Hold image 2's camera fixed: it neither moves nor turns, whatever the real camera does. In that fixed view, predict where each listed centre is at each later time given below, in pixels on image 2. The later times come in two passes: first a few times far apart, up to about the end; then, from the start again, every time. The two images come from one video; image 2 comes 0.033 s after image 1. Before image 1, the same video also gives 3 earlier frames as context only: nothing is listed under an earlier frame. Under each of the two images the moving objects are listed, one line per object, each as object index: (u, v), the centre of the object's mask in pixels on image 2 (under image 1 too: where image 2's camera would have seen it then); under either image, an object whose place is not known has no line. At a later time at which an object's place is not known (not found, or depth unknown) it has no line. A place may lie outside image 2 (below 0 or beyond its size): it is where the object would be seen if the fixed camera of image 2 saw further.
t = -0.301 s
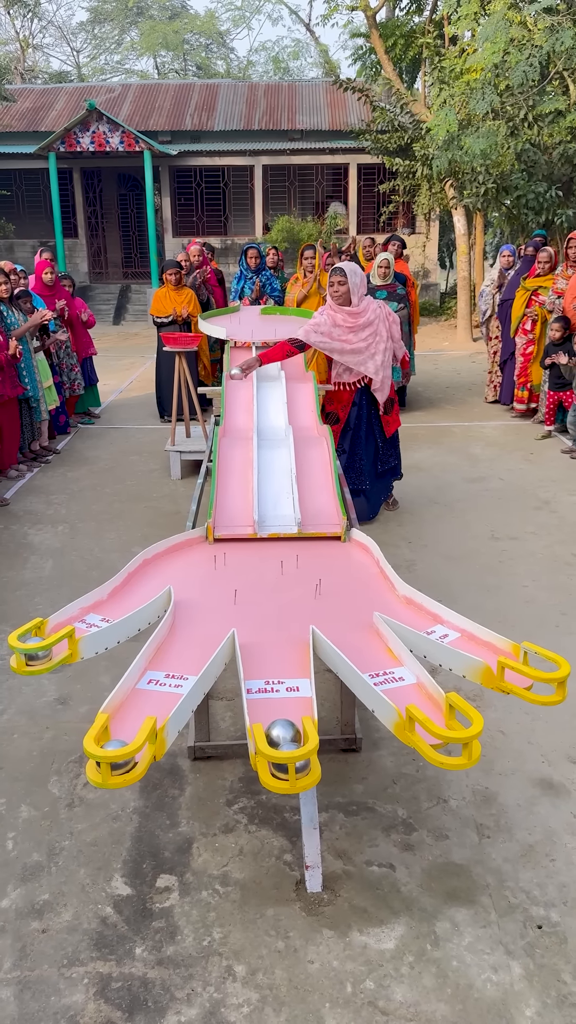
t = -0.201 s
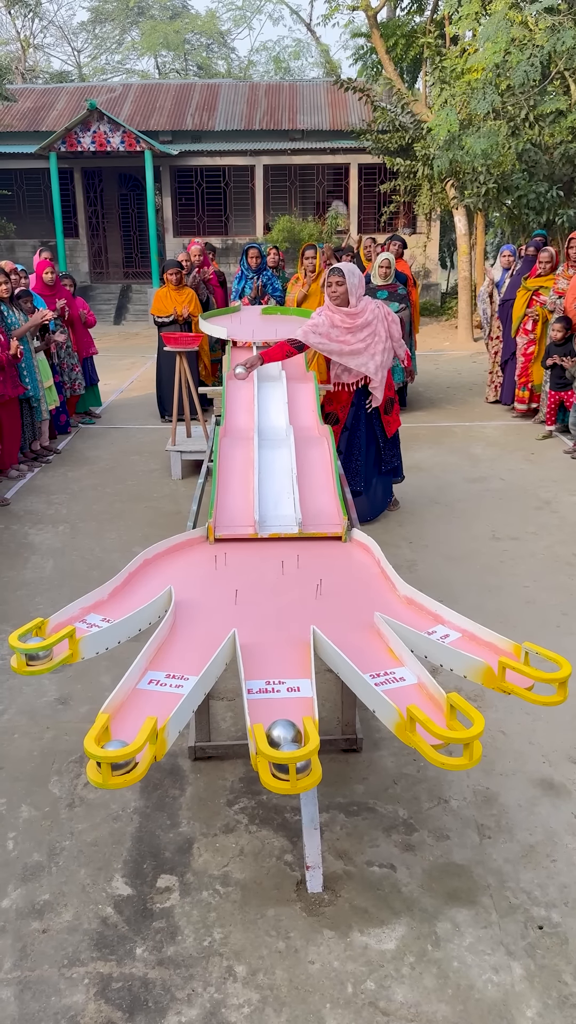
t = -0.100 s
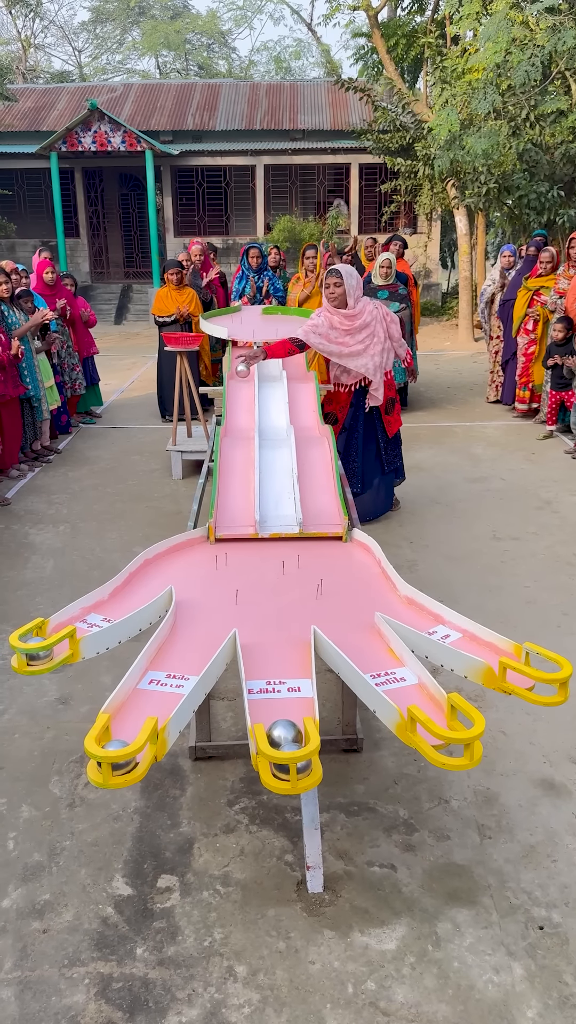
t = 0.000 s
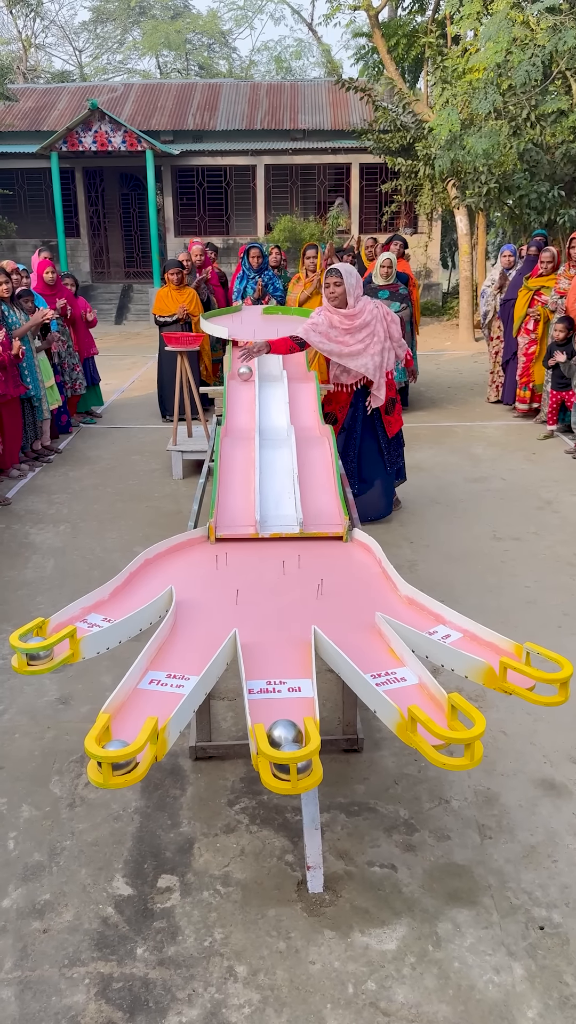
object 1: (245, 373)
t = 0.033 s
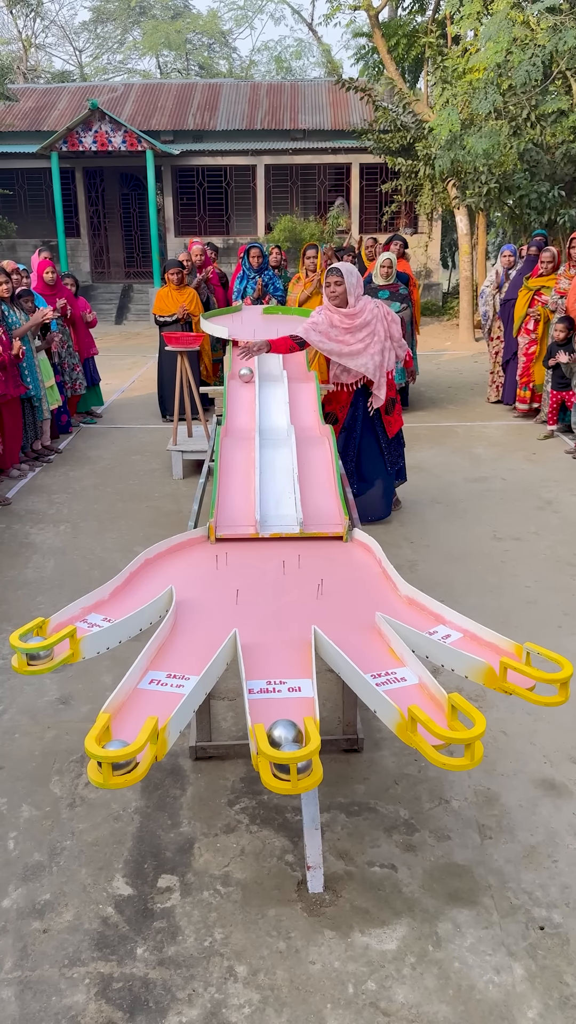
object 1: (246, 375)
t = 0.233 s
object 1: (246, 388)
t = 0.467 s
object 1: (245, 421)
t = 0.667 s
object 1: (242, 427)
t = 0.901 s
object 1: (237, 437)
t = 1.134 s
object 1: (234, 484)
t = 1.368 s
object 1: (228, 544)
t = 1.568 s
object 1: (243, 539)
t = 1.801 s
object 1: (255, 547)
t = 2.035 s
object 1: (269, 557)
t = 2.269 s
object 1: (258, 562)
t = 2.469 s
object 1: (243, 566)
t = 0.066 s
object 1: (247, 376)
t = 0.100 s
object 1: (247, 378)
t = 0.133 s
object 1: (246, 380)
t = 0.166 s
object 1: (246, 382)
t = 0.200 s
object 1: (246, 385)
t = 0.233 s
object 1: (246, 388)
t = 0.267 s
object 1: (246, 393)
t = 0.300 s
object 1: (246, 397)
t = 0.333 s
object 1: (245, 401)
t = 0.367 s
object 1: (245, 406)
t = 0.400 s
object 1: (245, 411)
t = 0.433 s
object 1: (245, 417)
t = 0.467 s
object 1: (245, 421)
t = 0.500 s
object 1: (245, 423)
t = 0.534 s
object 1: (244, 425)
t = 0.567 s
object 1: (244, 426)
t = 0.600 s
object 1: (243, 427)
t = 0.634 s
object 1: (242, 427)
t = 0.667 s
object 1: (242, 427)
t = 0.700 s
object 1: (241, 427)
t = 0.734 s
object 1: (240, 427)
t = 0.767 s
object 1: (240, 427)
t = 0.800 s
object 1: (239, 429)
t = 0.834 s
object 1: (238, 431)
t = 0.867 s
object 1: (238, 433)
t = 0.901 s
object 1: (237, 437)
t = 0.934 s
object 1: (236, 441)
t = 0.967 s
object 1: (236, 446)
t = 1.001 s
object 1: (235, 453)
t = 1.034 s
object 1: (235, 460)
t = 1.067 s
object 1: (235, 468)
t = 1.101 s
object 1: (234, 476)
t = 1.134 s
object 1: (234, 484)
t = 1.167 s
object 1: (233, 493)
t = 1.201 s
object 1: (232, 501)
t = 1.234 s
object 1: (231, 508)
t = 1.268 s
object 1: (230, 514)
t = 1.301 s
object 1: (229, 522)
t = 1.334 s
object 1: (228, 531)
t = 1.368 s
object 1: (228, 544)
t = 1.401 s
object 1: (231, 545)
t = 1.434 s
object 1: (234, 542)
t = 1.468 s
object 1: (237, 539)
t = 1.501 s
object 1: (240, 537)
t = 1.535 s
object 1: (241, 538)
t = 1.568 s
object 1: (243, 539)
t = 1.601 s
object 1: (245, 540)
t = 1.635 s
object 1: (247, 541)
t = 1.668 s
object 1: (248, 542)
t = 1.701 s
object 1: (250, 543)
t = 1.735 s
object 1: (252, 545)
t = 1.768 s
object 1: (253, 546)
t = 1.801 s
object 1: (255, 547)
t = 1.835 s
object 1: (257, 548)
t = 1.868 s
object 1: (259, 550)
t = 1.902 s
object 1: (261, 551)
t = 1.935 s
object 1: (263, 552)
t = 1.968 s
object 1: (265, 554)
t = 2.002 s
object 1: (267, 555)
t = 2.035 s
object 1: (269, 557)
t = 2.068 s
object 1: (271, 559)
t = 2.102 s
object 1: (270, 560)
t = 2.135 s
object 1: (267, 560)
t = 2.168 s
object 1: (265, 560)
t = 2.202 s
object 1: (263, 560)
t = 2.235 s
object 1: (260, 561)
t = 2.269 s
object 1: (258, 562)
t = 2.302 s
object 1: (255, 562)
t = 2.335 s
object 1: (253, 563)
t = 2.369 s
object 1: (251, 564)
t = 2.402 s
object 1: (248, 564)
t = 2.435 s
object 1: (246, 565)
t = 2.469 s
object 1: (243, 566)
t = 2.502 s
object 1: (241, 567)
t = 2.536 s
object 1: (239, 568)
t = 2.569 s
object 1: (237, 569)
